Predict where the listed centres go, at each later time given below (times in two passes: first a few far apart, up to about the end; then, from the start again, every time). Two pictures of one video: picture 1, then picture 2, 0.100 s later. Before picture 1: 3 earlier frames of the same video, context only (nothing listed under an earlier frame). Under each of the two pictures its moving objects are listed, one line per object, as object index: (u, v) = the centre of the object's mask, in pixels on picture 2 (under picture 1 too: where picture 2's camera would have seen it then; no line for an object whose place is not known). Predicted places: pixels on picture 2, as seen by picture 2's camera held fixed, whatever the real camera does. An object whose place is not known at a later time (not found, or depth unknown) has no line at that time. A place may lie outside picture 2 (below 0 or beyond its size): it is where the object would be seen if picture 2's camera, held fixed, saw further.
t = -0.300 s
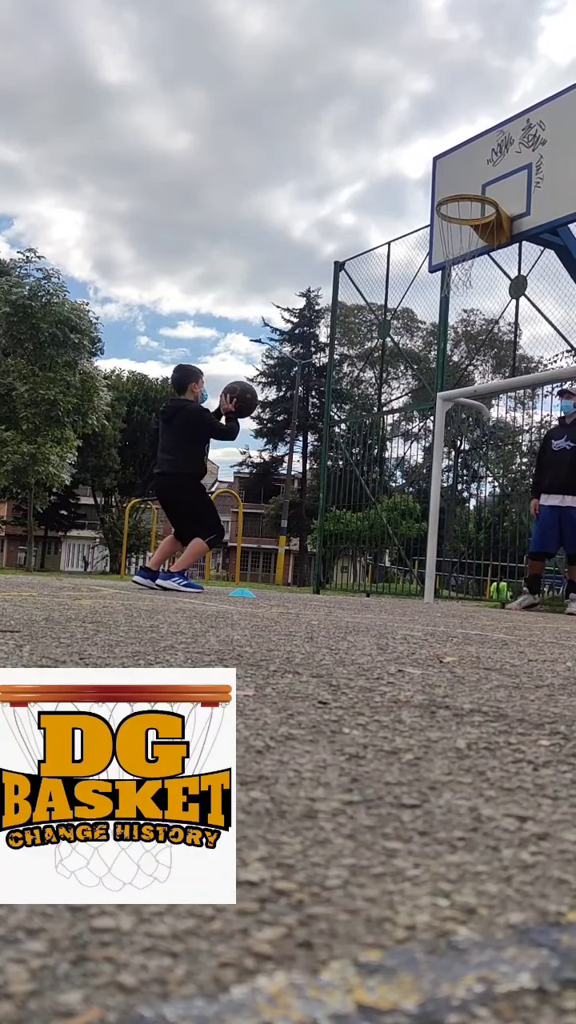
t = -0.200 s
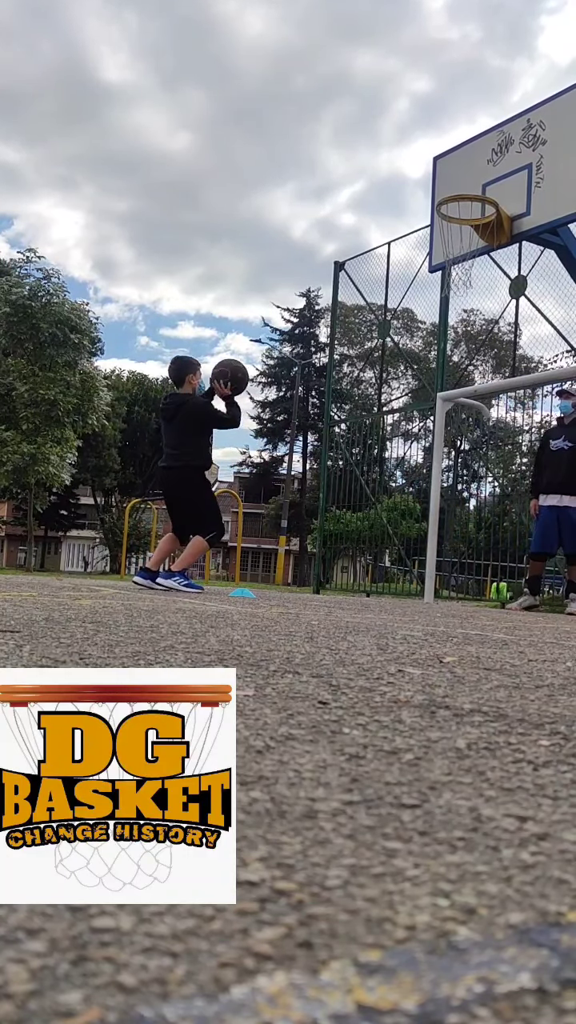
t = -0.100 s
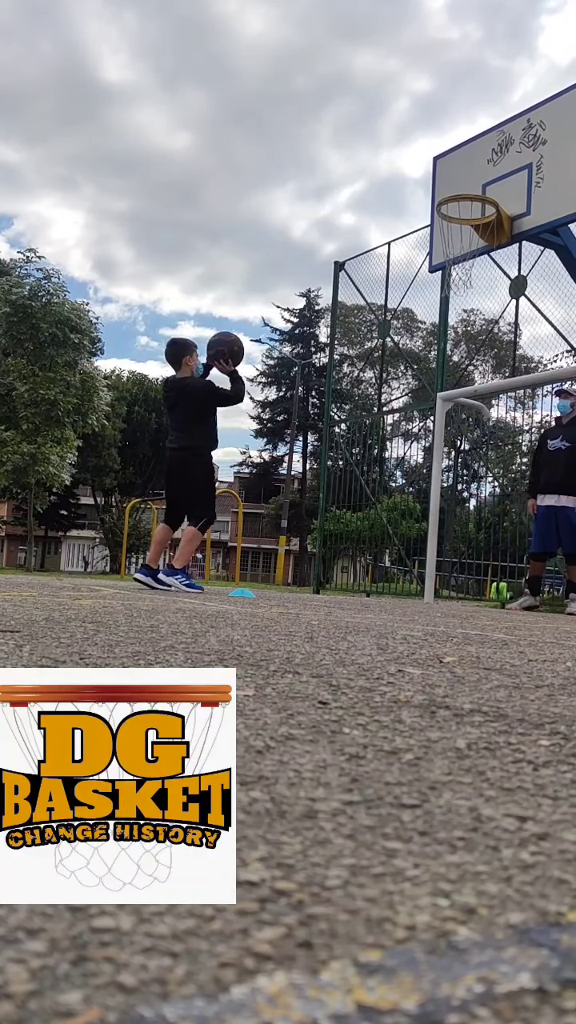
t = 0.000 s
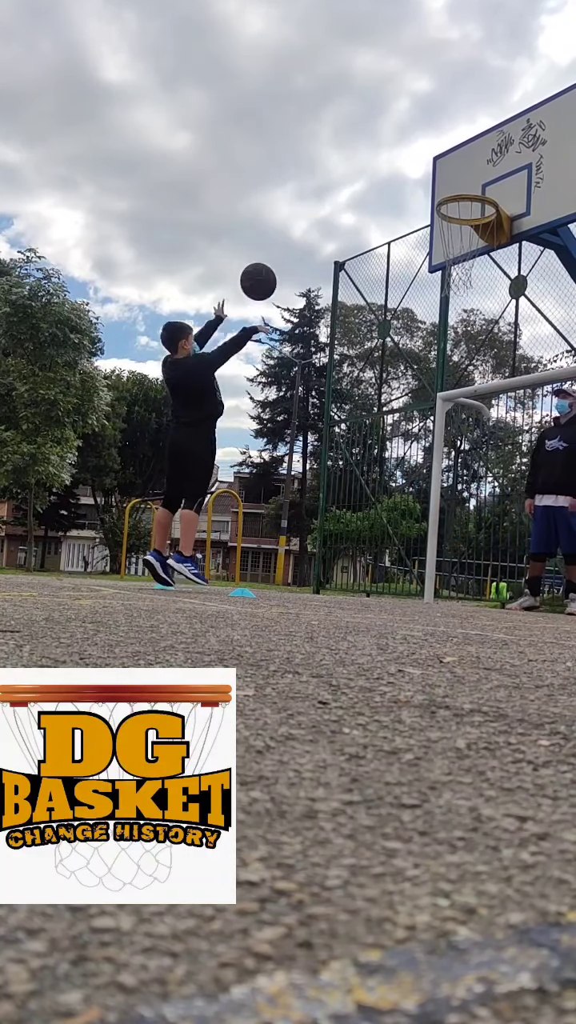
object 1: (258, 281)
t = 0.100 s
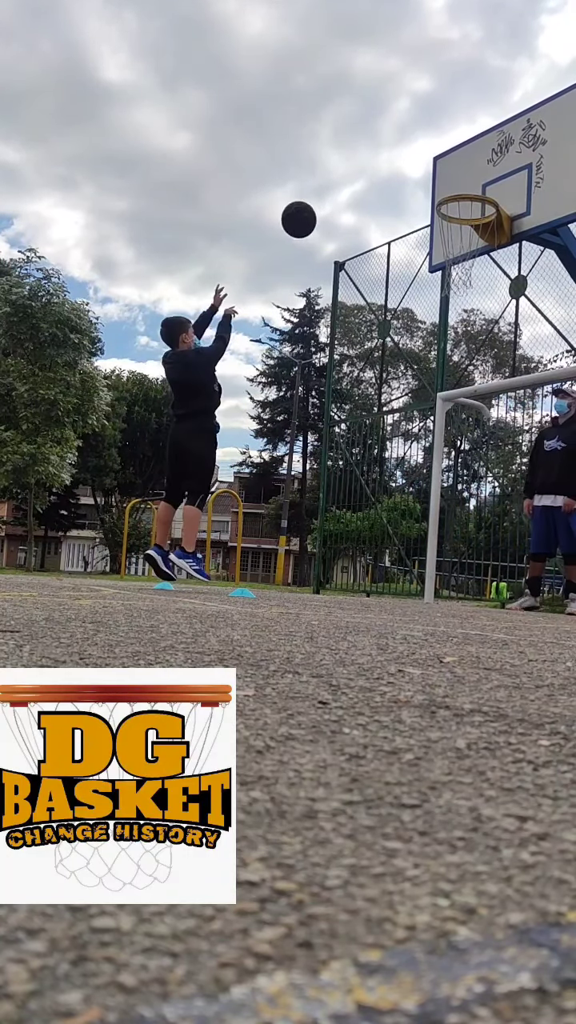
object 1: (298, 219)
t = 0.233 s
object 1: (346, 164)
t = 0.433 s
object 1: (407, 131)
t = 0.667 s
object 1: (467, 156)
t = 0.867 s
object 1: (468, 206)
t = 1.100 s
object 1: (433, 246)
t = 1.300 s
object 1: (422, 280)
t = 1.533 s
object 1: (406, 386)
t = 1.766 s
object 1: (385, 570)
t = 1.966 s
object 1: (406, 470)
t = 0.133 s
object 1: (311, 203)
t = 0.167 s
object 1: (323, 188)
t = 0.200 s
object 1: (335, 175)
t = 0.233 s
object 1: (346, 164)
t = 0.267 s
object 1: (357, 155)
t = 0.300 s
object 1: (368, 147)
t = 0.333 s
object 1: (378, 141)
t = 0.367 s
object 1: (388, 136)
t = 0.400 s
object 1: (397, 133)
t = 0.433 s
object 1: (407, 131)
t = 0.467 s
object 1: (416, 131)
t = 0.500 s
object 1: (425, 132)
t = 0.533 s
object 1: (434, 134)
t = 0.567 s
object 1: (442, 138)
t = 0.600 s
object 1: (451, 142)
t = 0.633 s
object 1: (459, 149)
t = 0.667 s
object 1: (467, 156)
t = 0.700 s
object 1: (475, 164)
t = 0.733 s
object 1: (482, 174)
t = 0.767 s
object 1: (490, 183)
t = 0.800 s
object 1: (483, 186)
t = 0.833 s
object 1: (475, 194)
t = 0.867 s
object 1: (468, 206)
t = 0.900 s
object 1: (460, 214)
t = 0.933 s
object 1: (452, 223)
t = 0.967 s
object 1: (445, 235)
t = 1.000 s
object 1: (439, 245)
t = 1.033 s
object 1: (437, 245)
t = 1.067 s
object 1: (435, 245)
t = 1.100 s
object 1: (433, 246)
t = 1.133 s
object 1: (431, 248)
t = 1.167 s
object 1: (429, 252)
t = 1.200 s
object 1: (428, 257)
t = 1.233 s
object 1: (426, 263)
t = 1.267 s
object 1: (424, 271)
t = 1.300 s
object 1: (422, 280)
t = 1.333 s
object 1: (420, 290)
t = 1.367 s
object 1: (418, 303)
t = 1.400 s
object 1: (415, 316)
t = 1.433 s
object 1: (413, 331)
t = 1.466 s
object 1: (411, 349)
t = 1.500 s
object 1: (408, 366)
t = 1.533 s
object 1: (406, 386)
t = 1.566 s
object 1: (403, 407)
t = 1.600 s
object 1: (400, 430)
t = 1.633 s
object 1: (397, 454)
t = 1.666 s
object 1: (395, 481)
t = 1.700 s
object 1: (391, 509)
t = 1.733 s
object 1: (388, 538)
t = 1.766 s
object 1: (385, 570)
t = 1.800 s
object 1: (385, 581)
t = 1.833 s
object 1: (389, 555)
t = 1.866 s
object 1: (394, 531)
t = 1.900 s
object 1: (397, 509)
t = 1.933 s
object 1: (403, 488)
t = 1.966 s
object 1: (406, 470)
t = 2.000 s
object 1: (410, 452)
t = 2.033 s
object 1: (414, 436)
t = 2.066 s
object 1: (417, 422)
